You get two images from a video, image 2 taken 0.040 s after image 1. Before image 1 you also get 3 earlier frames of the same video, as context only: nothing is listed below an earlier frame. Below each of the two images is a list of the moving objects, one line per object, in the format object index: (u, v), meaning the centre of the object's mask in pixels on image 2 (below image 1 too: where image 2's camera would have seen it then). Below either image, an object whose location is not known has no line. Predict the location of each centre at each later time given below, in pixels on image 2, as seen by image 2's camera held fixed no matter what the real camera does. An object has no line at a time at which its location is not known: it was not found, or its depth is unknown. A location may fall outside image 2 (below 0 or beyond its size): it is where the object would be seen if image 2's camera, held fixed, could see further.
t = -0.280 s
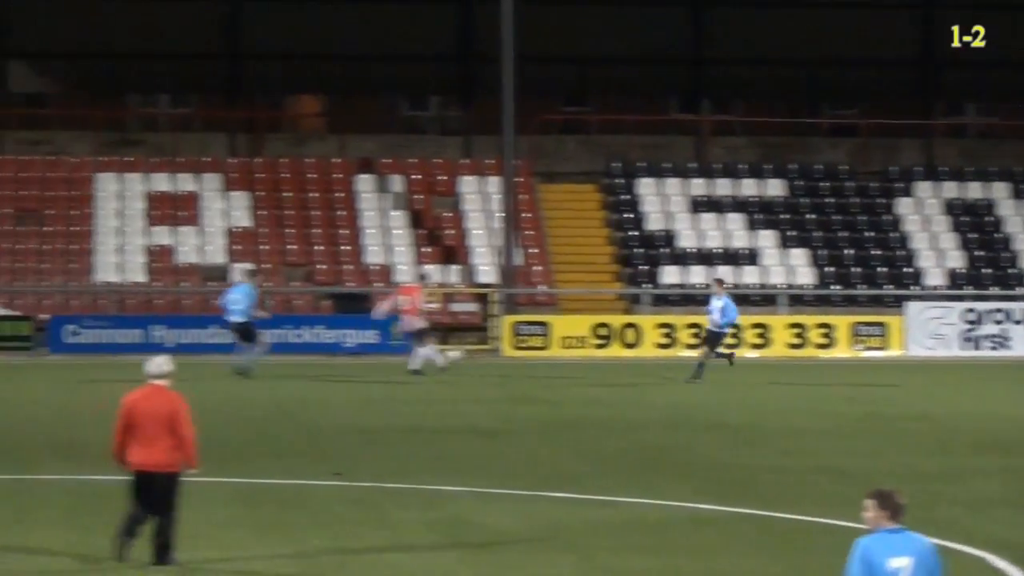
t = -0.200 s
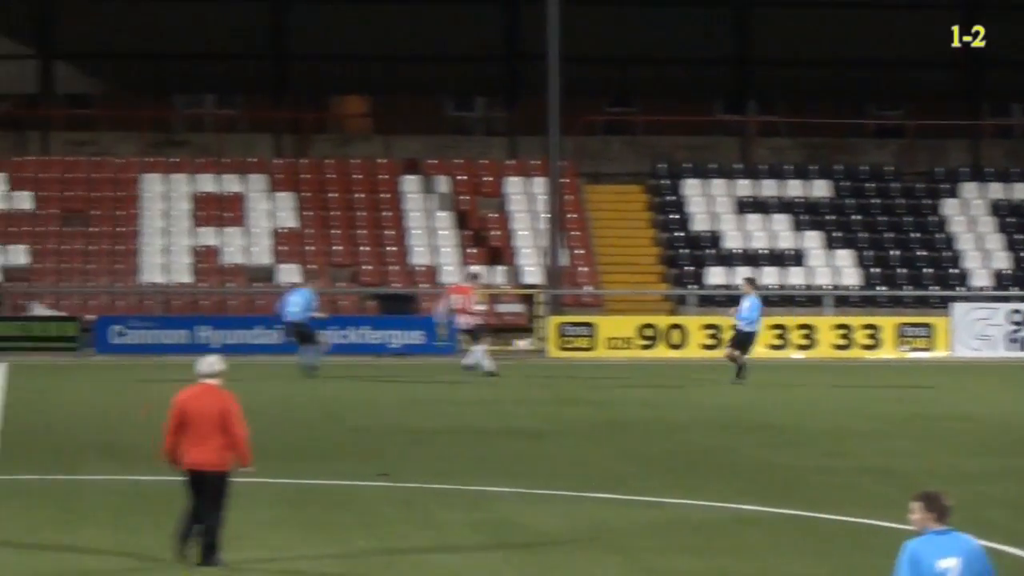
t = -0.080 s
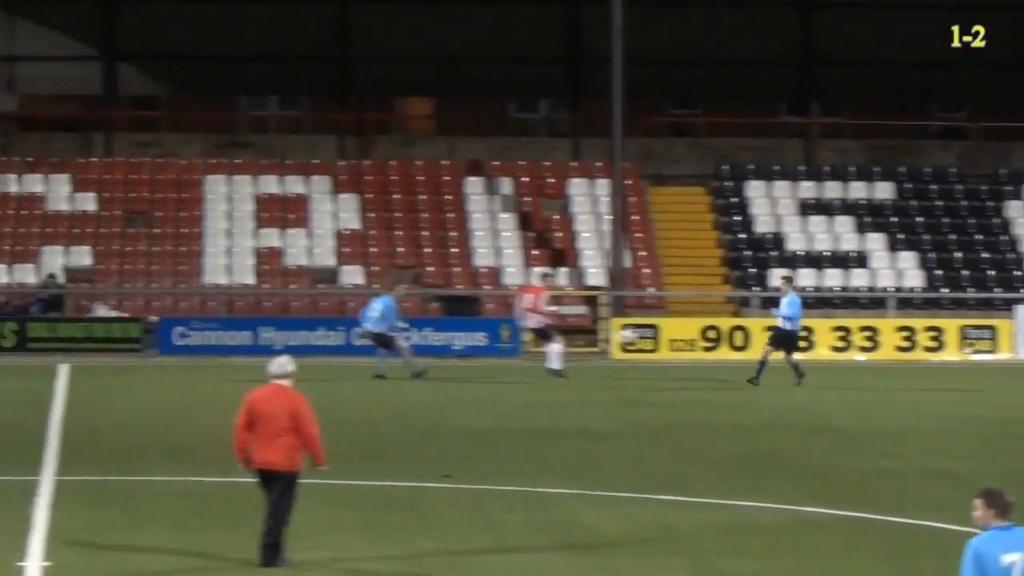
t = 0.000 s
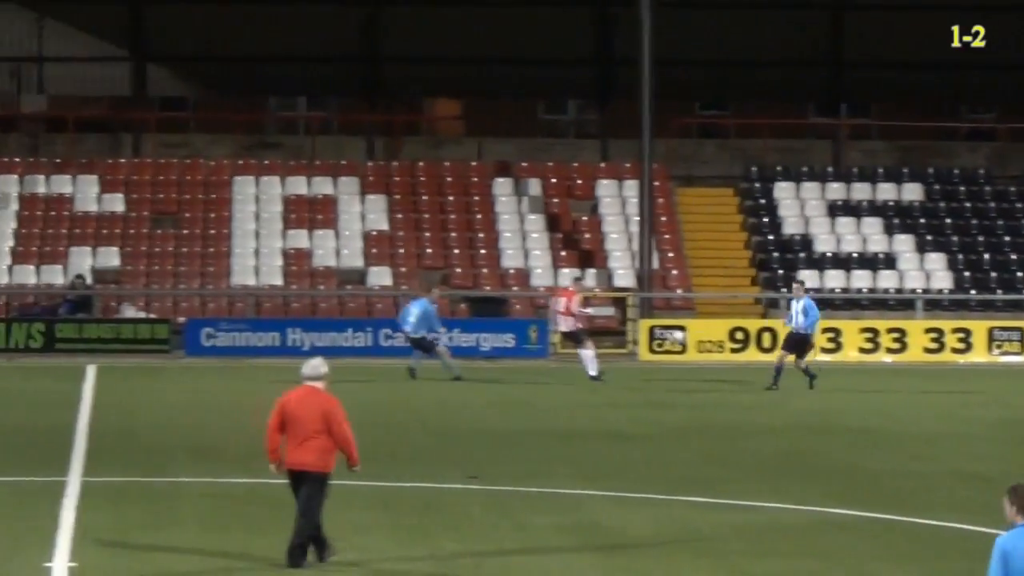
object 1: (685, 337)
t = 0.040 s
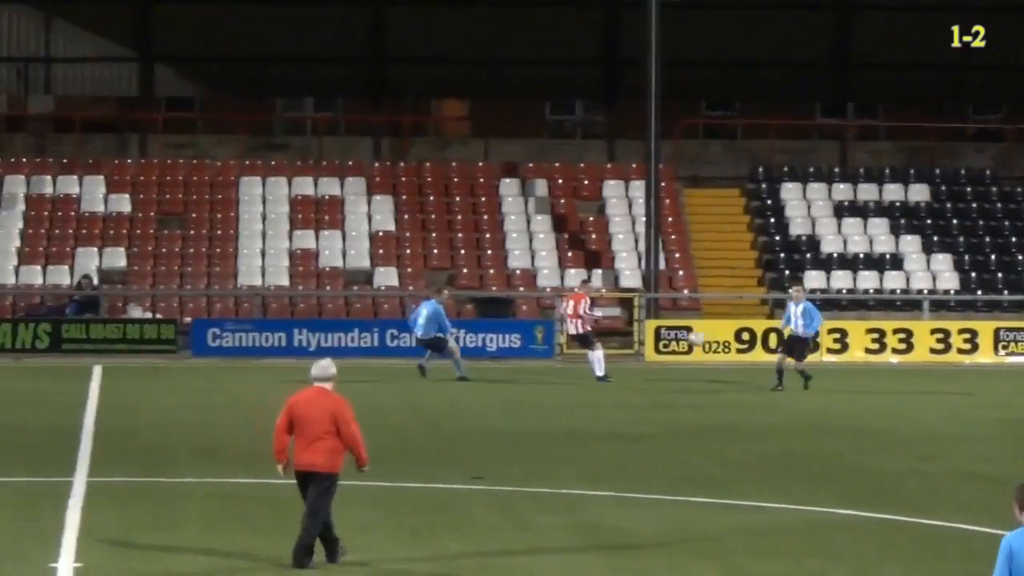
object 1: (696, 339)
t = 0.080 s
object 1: (709, 341)
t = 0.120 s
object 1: (721, 345)
